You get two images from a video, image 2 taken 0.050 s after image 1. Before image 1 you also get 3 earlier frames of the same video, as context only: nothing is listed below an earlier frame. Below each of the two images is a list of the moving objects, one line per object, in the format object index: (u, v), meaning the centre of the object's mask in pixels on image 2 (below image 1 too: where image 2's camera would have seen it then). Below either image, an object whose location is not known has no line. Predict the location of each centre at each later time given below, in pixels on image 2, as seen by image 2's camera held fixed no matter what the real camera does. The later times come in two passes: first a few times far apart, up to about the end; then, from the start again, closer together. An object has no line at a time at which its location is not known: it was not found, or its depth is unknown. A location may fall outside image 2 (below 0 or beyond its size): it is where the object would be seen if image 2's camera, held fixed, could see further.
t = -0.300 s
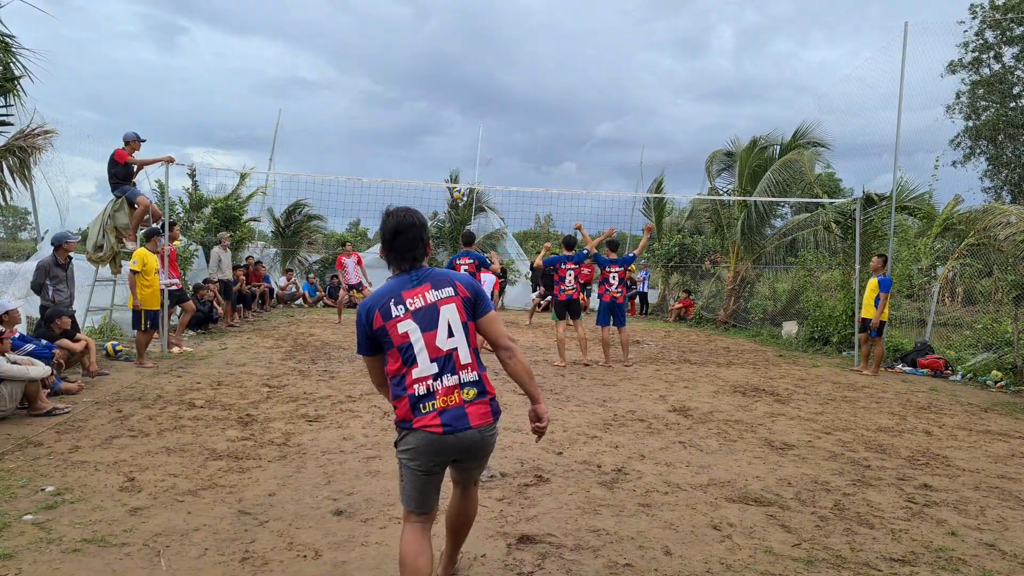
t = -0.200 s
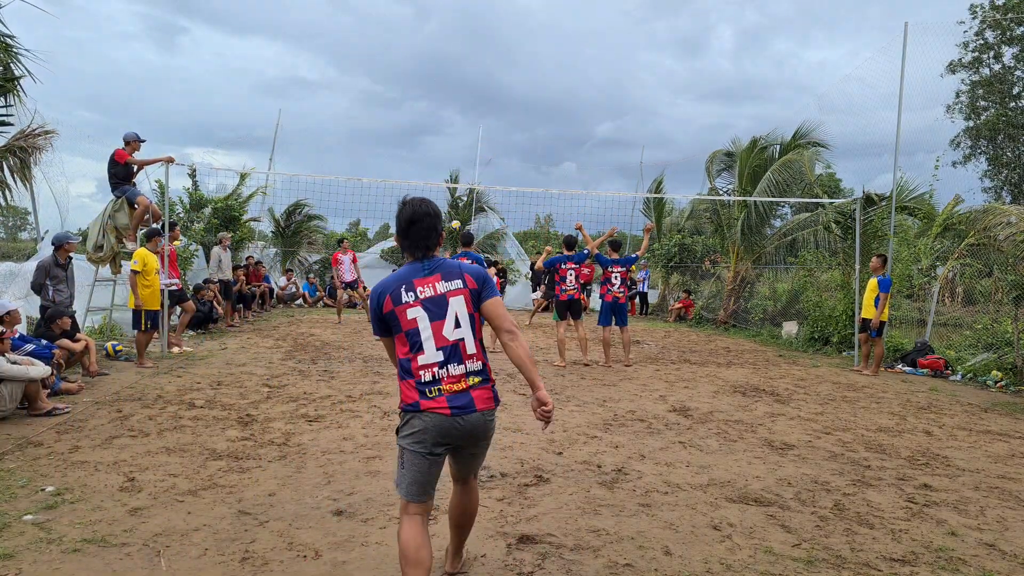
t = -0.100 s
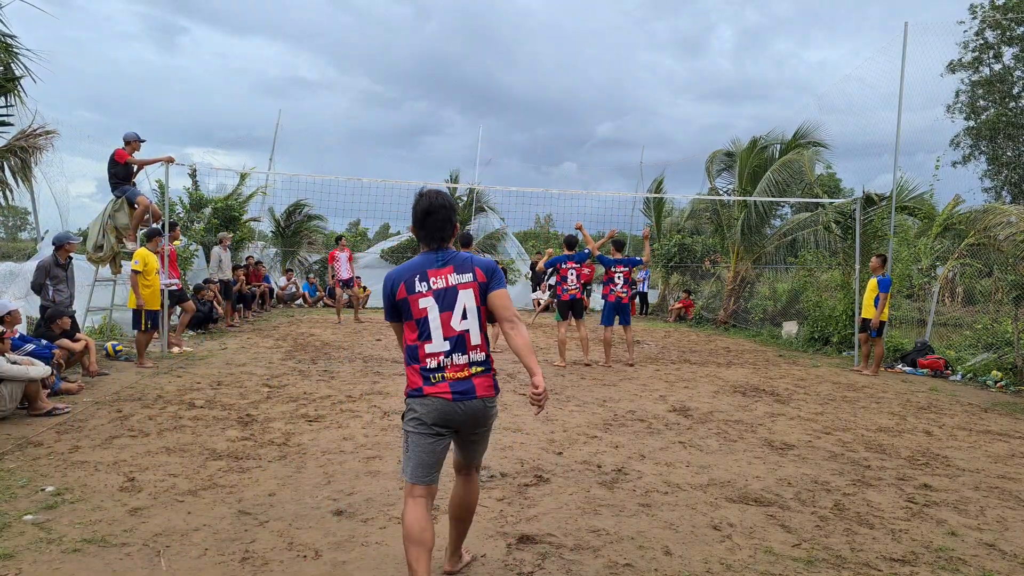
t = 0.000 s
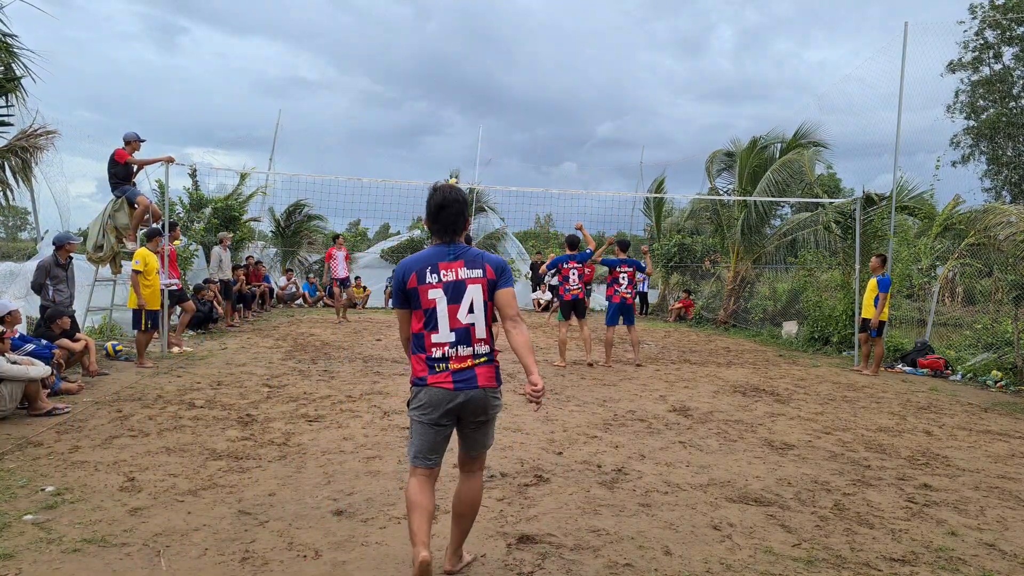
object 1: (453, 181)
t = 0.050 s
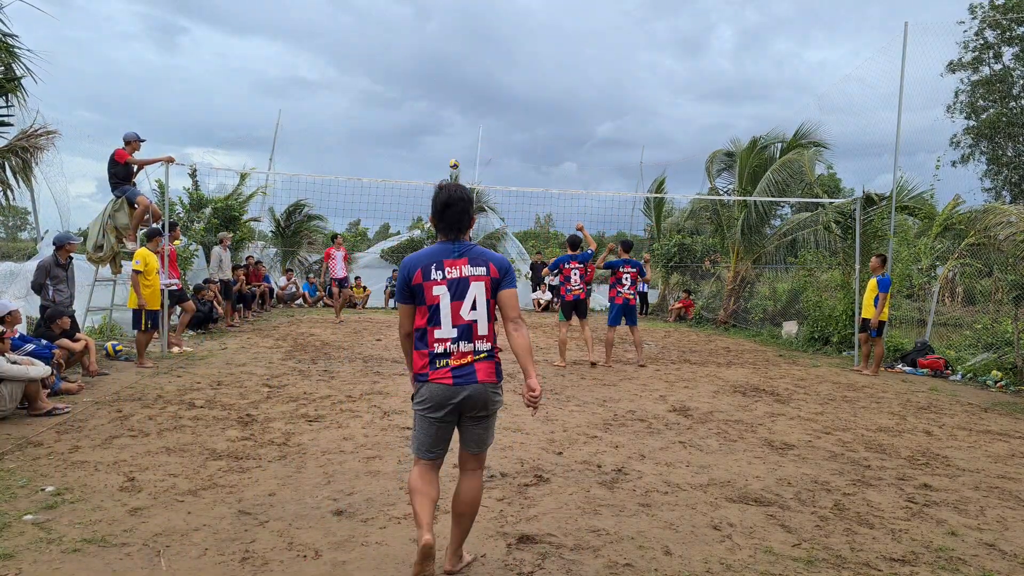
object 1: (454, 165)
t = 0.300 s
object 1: (456, 86)
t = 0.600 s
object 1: (457, 32)
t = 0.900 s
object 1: (458, 21)
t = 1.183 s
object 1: (460, 54)
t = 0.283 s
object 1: (456, 91)
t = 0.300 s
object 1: (456, 86)
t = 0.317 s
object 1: (456, 82)
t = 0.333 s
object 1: (456, 78)
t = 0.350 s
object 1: (456, 74)
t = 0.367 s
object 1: (456, 70)
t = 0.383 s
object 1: (456, 66)
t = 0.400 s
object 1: (456, 63)
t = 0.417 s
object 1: (456, 59)
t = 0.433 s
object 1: (456, 57)
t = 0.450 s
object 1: (456, 54)
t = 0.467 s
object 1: (456, 51)
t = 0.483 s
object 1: (457, 48)
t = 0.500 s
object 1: (457, 45)
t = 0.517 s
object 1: (457, 42)
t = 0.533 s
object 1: (457, 40)
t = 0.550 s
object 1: (457, 38)
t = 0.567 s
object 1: (457, 35)
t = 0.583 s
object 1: (457, 34)
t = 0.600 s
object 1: (457, 32)
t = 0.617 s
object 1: (457, 30)
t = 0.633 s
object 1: (457, 28)
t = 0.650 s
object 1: (457, 27)
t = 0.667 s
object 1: (457, 25)
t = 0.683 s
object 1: (457, 24)
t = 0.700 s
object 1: (457, 23)
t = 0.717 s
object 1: (458, 22)
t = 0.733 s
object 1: (458, 22)
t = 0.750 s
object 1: (458, 21)
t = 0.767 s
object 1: (458, 20)
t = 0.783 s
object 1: (458, 20)
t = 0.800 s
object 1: (458, 19)
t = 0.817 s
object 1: (458, 19)
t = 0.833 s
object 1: (458, 19)
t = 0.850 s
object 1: (458, 20)
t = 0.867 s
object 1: (458, 20)
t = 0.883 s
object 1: (458, 20)
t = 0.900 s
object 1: (458, 21)
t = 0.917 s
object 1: (458, 22)
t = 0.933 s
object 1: (459, 23)
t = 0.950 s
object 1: (459, 24)
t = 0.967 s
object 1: (459, 25)
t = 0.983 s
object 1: (459, 26)
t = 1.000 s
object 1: (459, 28)
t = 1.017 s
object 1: (459, 29)
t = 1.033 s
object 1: (459, 31)
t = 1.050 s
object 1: (459, 33)
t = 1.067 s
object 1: (459, 35)
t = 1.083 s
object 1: (459, 38)
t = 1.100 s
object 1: (460, 40)
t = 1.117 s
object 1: (459, 42)
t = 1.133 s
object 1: (460, 45)
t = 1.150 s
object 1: (460, 48)
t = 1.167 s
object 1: (460, 51)
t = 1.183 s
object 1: (460, 54)
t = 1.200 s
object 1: (460, 57)
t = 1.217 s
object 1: (460, 60)
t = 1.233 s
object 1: (461, 63)
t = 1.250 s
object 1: (461, 67)
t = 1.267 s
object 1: (461, 71)
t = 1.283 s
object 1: (461, 74)
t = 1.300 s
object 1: (461, 78)
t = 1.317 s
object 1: (462, 82)
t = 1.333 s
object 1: (462, 87)
